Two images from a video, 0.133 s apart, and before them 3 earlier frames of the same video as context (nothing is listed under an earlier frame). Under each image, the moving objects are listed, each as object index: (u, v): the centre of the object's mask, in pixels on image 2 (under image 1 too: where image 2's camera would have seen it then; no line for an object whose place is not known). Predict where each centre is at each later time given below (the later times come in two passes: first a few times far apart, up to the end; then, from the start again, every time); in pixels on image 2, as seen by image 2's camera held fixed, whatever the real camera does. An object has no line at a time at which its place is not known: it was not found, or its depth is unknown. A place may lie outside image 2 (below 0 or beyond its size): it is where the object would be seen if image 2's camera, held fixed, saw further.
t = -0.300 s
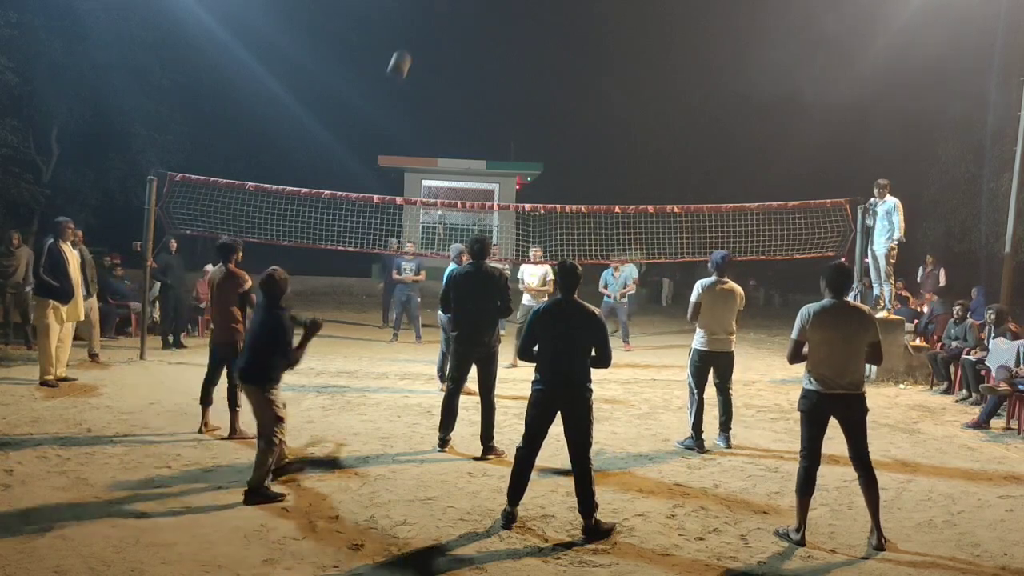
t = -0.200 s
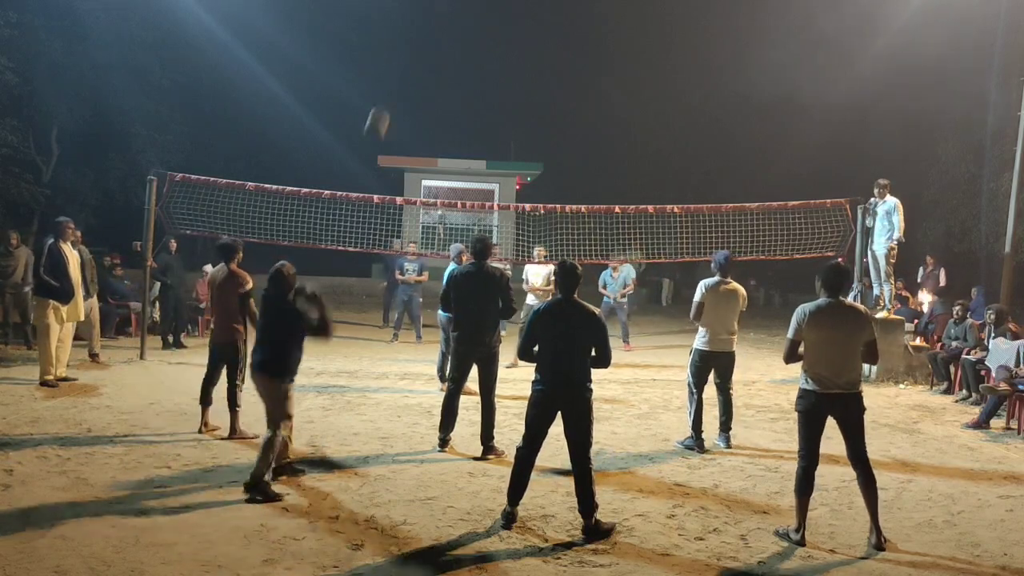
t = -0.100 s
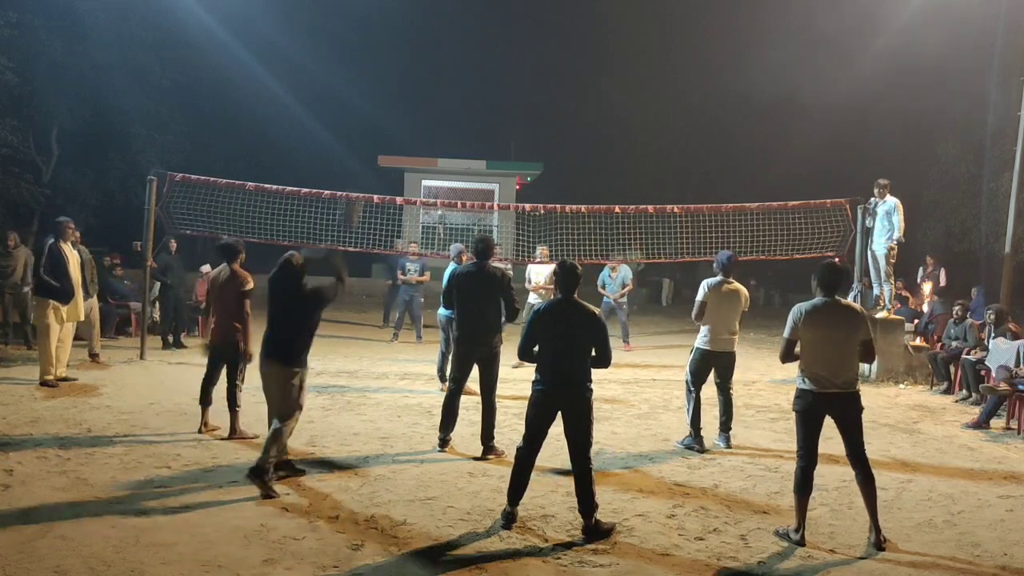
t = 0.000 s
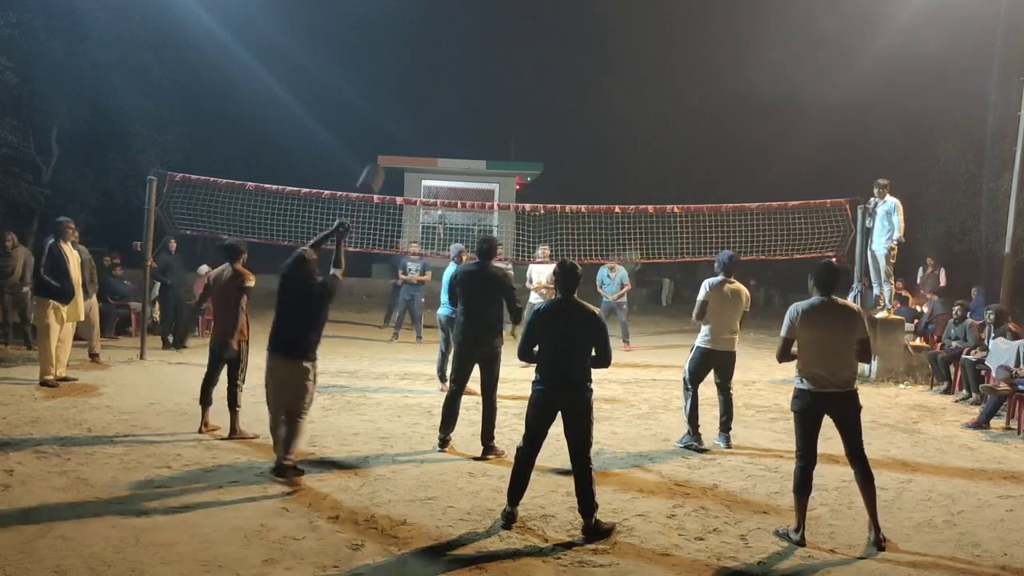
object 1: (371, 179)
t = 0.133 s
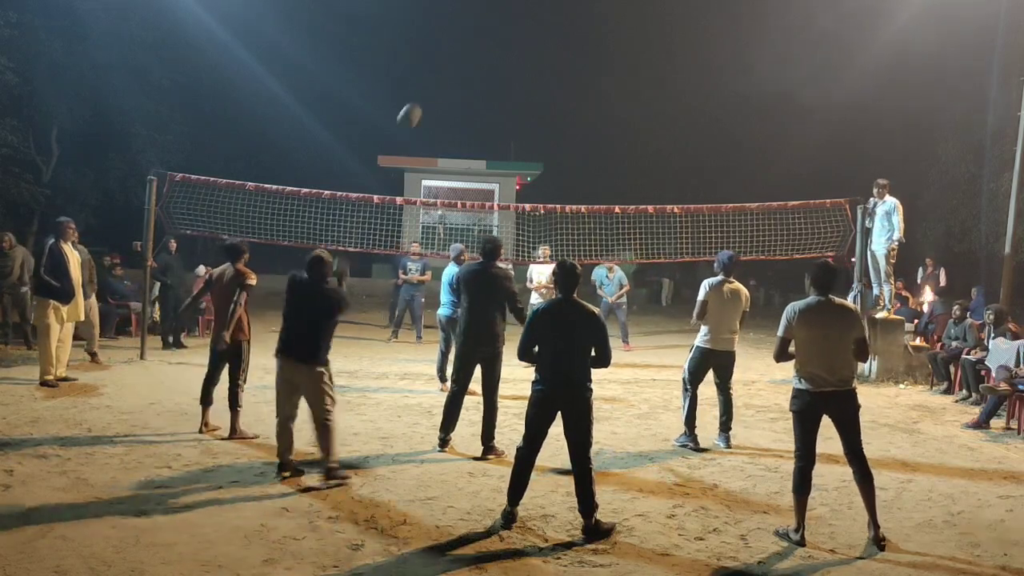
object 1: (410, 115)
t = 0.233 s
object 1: (432, 89)
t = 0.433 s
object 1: (466, 73)
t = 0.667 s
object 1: (493, 99)
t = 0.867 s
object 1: (509, 145)
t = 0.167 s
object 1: (418, 104)
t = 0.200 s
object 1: (425, 96)
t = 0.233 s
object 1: (432, 89)
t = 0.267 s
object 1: (438, 83)
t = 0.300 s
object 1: (444, 79)
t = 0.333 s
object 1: (450, 76)
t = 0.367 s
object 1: (456, 74)
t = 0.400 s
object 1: (461, 73)
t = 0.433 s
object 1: (466, 73)
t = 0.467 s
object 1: (470, 75)
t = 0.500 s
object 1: (475, 77)
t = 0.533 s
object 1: (479, 80)
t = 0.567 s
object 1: (482, 84)
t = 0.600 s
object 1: (486, 88)
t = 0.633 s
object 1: (489, 94)
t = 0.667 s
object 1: (493, 99)
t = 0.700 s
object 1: (496, 105)
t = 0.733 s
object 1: (499, 112)
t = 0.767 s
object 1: (502, 120)
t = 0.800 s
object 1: (504, 128)
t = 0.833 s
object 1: (507, 136)
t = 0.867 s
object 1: (509, 145)
